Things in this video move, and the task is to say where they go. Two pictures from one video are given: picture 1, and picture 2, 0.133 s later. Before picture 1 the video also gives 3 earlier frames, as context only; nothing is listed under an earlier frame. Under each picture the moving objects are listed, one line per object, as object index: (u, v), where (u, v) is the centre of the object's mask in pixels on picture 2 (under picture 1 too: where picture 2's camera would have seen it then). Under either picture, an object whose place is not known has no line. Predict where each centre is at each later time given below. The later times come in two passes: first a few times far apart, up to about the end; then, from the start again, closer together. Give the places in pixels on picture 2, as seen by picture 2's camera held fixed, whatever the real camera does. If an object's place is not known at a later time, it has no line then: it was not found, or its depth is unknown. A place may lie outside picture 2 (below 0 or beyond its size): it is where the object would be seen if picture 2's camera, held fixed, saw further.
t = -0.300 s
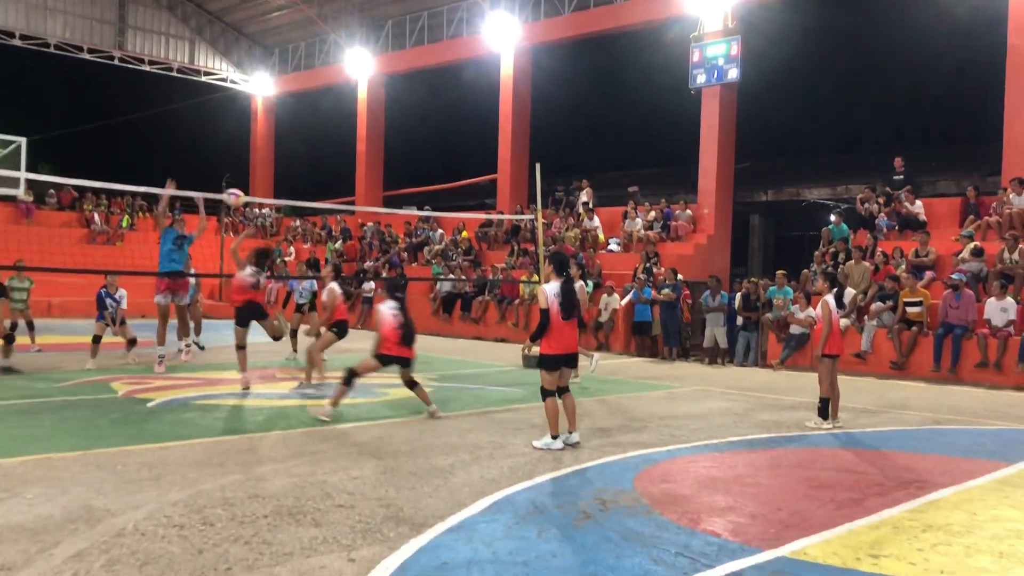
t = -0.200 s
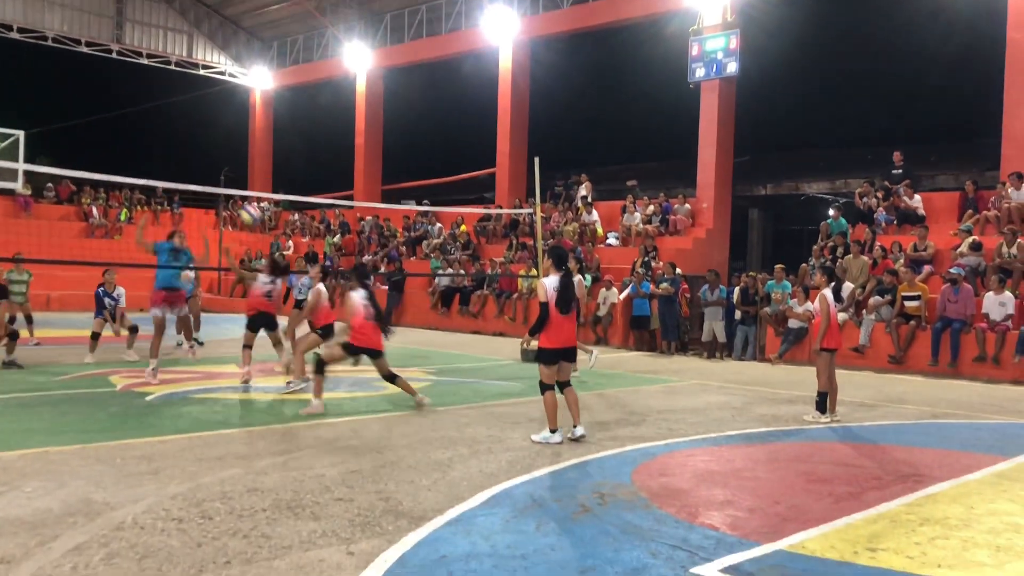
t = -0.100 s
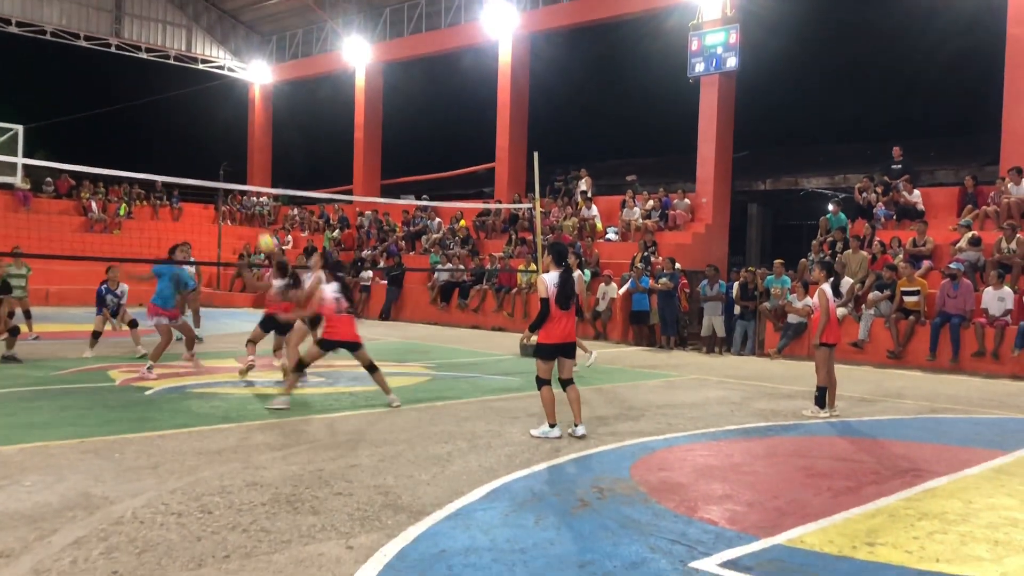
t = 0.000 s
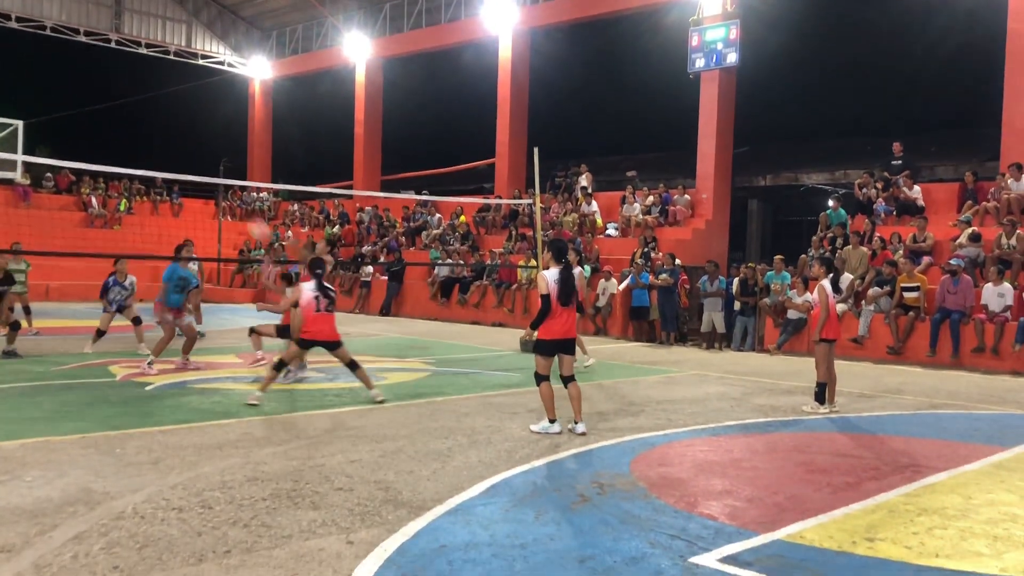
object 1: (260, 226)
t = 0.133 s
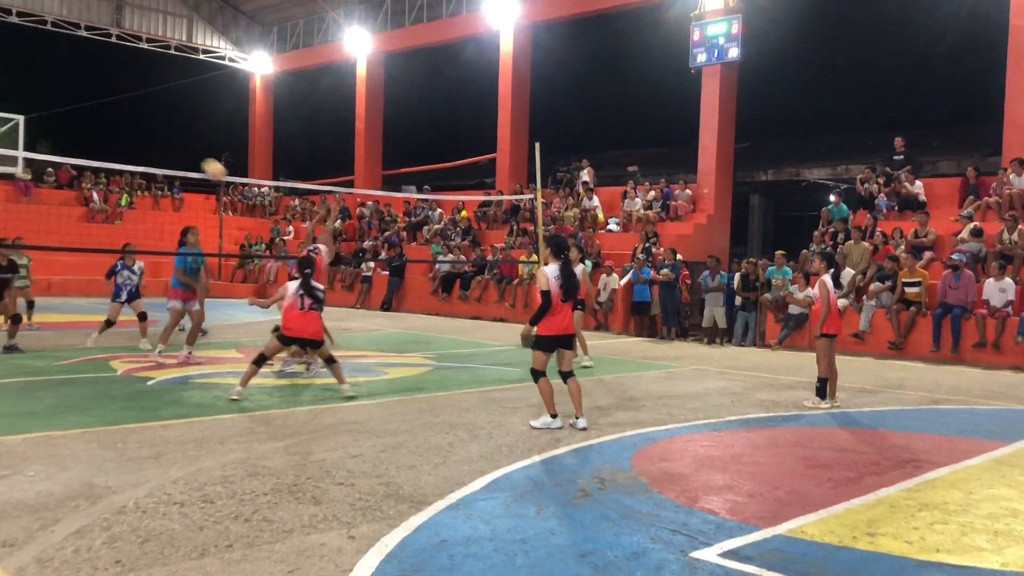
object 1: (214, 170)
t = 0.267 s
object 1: (167, 131)
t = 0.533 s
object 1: (73, 102)
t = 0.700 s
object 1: (13, 119)
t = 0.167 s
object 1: (202, 159)
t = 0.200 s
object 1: (191, 148)
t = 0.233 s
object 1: (179, 139)
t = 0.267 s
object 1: (167, 131)
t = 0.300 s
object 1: (156, 124)
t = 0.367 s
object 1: (132, 112)
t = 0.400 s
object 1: (120, 108)
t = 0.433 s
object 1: (108, 105)
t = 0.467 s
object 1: (96, 104)
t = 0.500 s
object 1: (85, 103)
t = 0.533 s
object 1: (73, 102)
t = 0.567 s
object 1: (60, 103)
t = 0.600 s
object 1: (48, 106)
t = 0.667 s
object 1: (25, 114)
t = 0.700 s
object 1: (13, 119)
